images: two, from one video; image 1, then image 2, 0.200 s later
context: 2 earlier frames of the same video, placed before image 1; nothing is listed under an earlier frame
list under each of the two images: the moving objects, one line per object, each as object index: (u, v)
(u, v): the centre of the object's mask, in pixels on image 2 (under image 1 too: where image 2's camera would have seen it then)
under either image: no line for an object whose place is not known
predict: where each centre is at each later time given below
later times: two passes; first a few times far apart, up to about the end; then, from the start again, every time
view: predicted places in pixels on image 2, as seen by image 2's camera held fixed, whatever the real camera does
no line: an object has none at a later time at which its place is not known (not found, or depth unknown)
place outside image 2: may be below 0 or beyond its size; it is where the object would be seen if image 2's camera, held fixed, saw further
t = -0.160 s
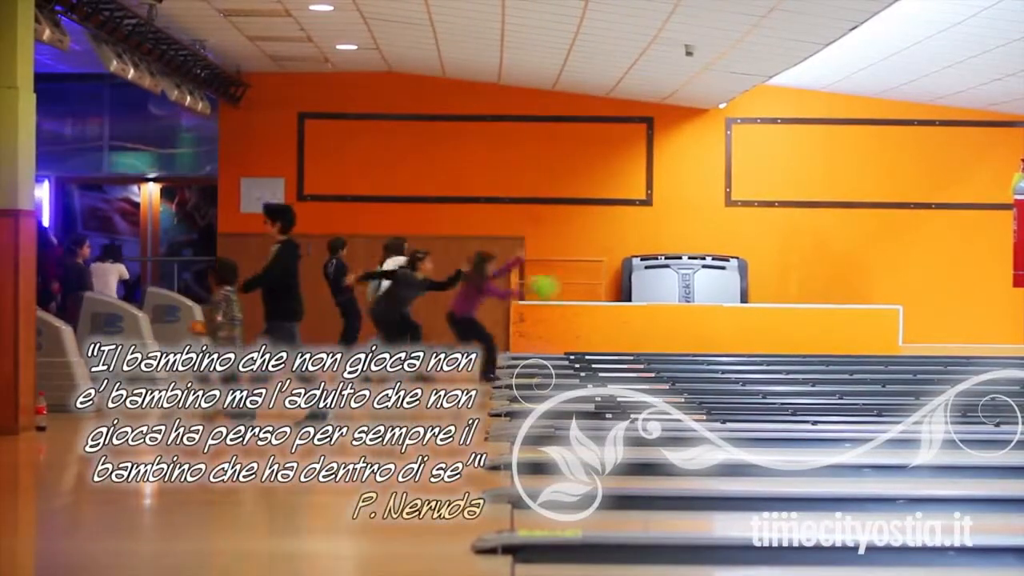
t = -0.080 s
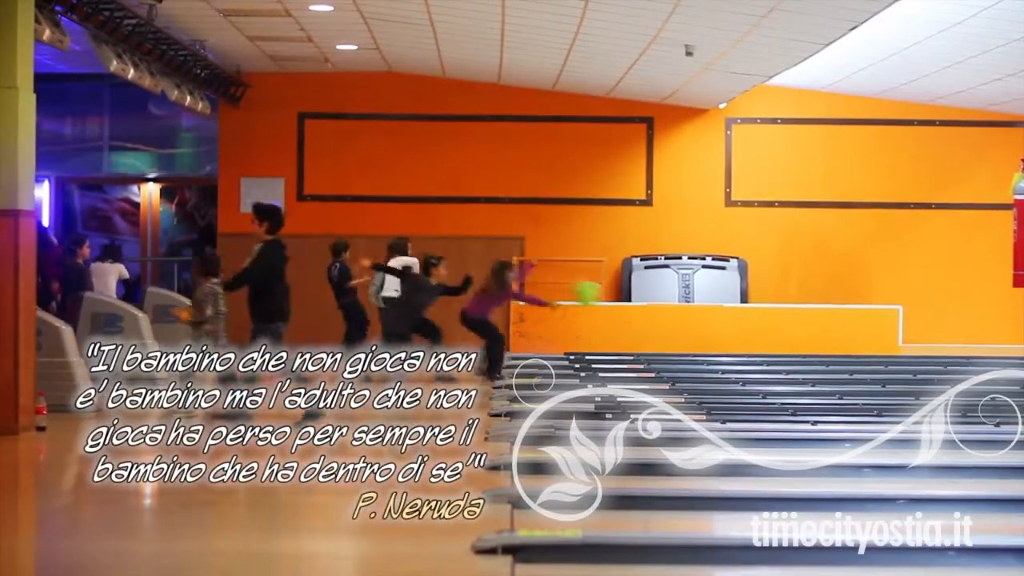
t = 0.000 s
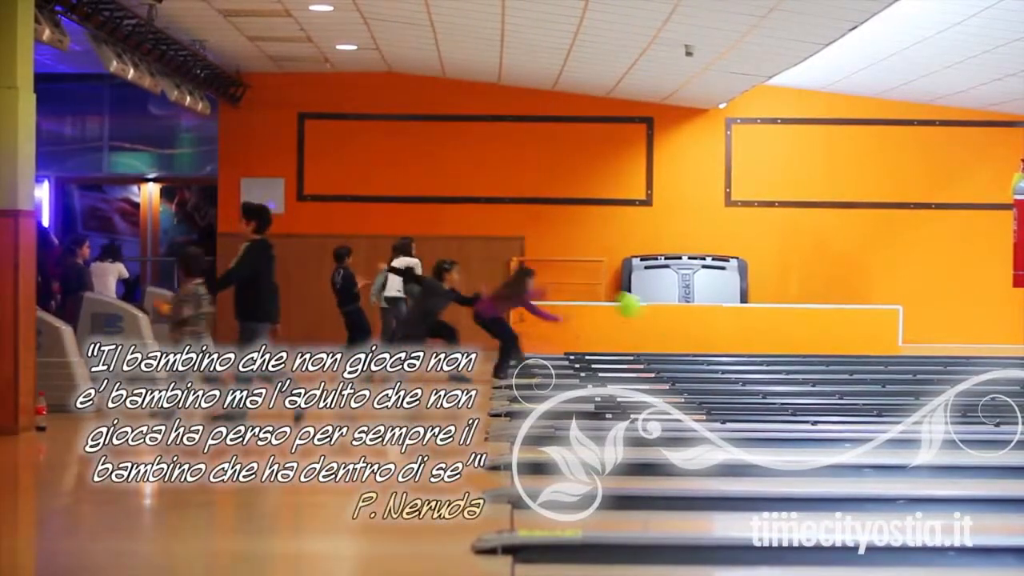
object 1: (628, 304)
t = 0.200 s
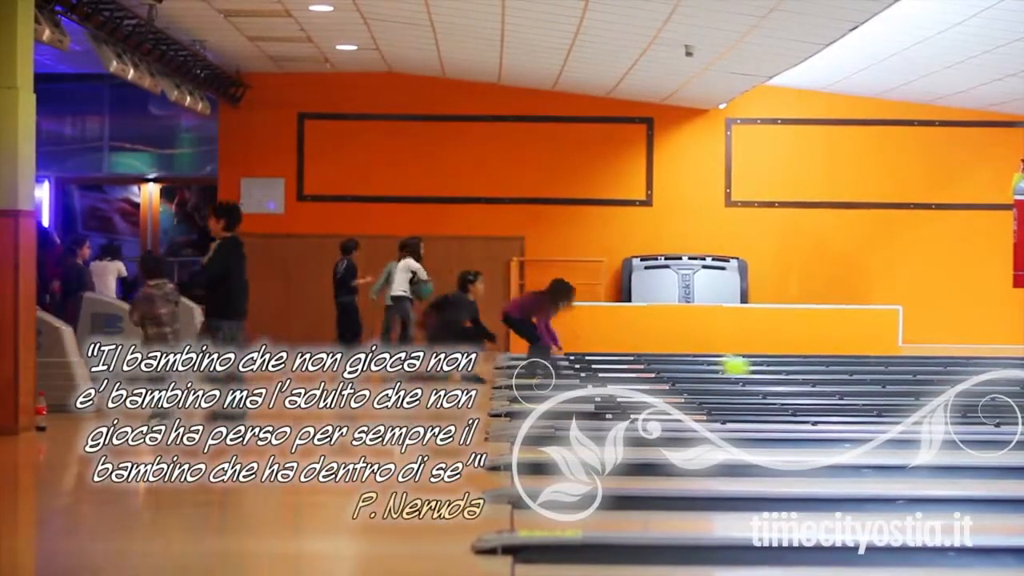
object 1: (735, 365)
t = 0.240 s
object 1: (756, 362)
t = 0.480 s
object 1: (874, 356)
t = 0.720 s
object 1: (990, 364)
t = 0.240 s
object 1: (756, 362)
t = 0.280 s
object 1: (775, 359)
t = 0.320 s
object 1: (795, 357)
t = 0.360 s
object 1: (815, 357)
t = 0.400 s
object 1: (835, 357)
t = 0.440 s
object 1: (854, 357)
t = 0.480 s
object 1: (874, 356)
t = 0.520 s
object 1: (893, 357)
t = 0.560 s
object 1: (913, 360)
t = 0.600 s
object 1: (932, 362)
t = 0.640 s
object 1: (953, 365)
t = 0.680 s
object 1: (971, 365)
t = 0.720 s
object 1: (990, 364)
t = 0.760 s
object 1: (1009, 364)
